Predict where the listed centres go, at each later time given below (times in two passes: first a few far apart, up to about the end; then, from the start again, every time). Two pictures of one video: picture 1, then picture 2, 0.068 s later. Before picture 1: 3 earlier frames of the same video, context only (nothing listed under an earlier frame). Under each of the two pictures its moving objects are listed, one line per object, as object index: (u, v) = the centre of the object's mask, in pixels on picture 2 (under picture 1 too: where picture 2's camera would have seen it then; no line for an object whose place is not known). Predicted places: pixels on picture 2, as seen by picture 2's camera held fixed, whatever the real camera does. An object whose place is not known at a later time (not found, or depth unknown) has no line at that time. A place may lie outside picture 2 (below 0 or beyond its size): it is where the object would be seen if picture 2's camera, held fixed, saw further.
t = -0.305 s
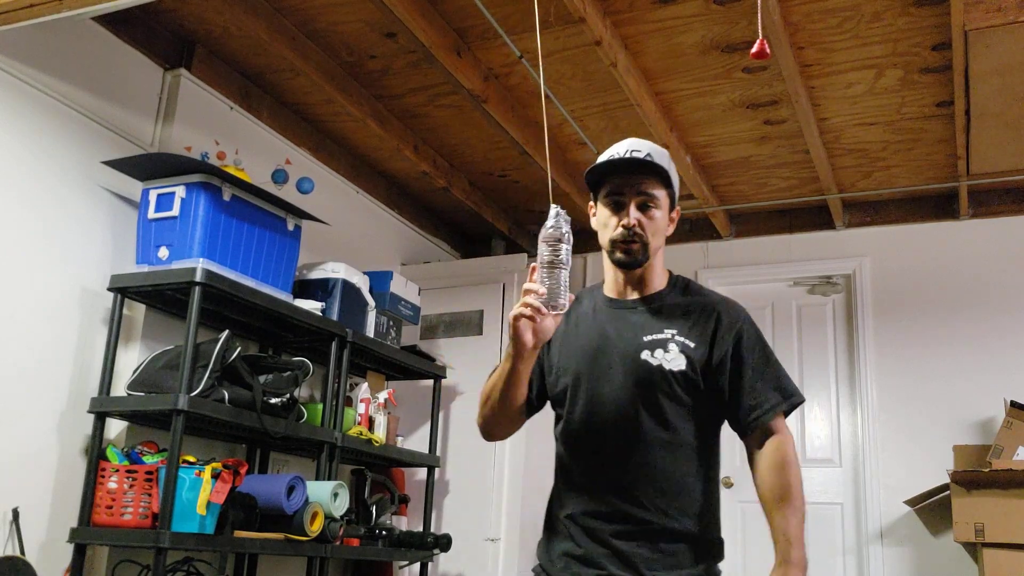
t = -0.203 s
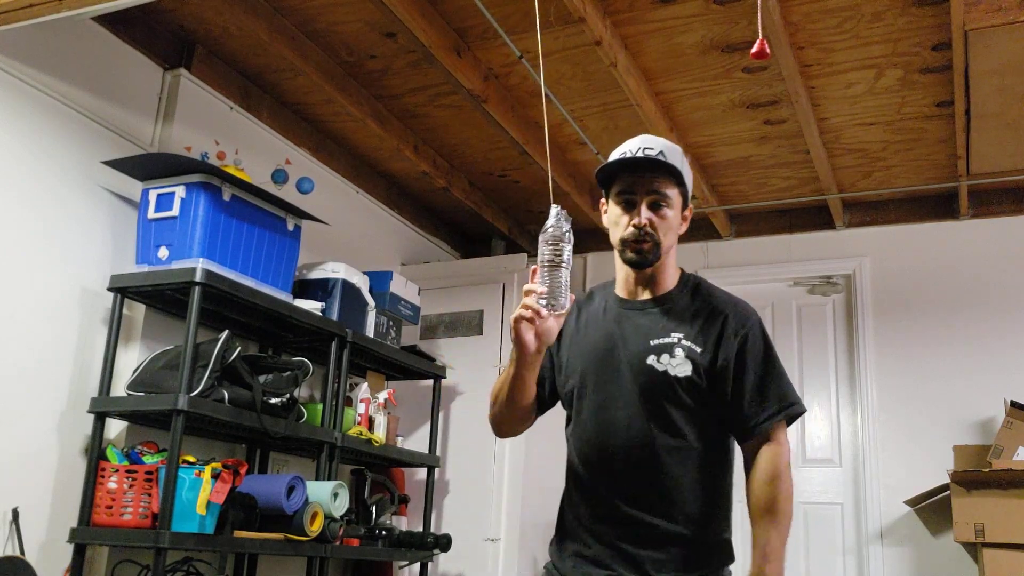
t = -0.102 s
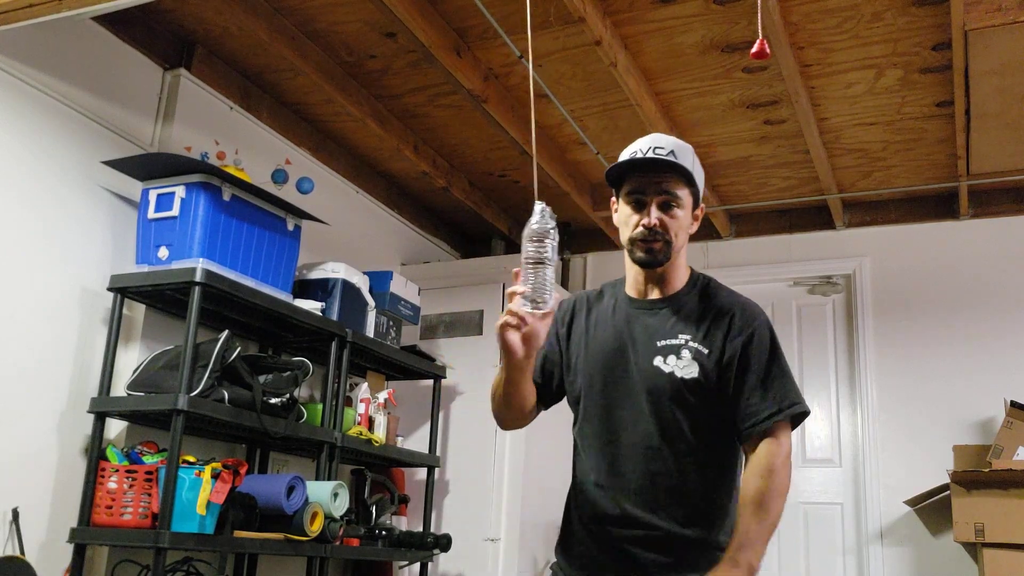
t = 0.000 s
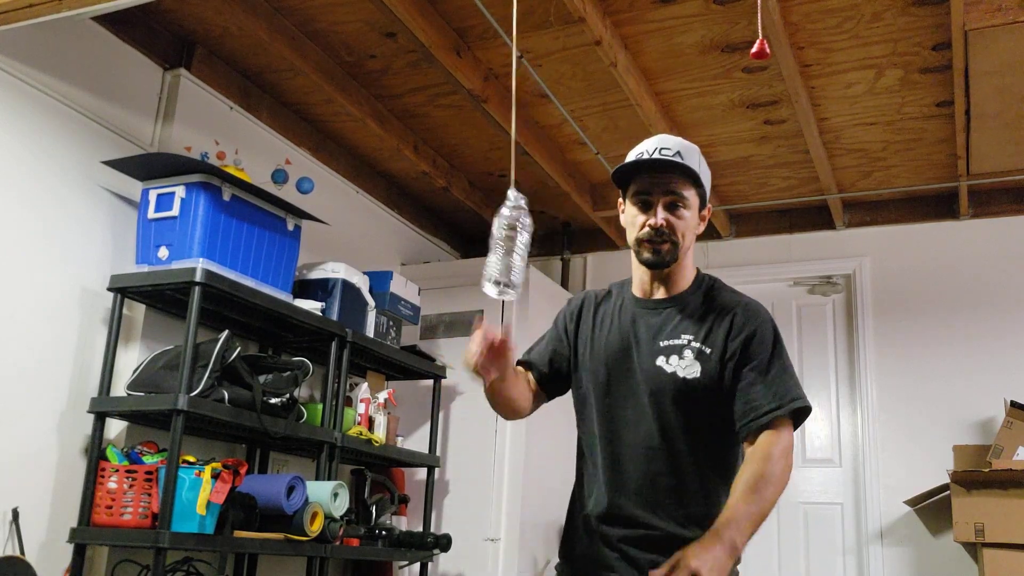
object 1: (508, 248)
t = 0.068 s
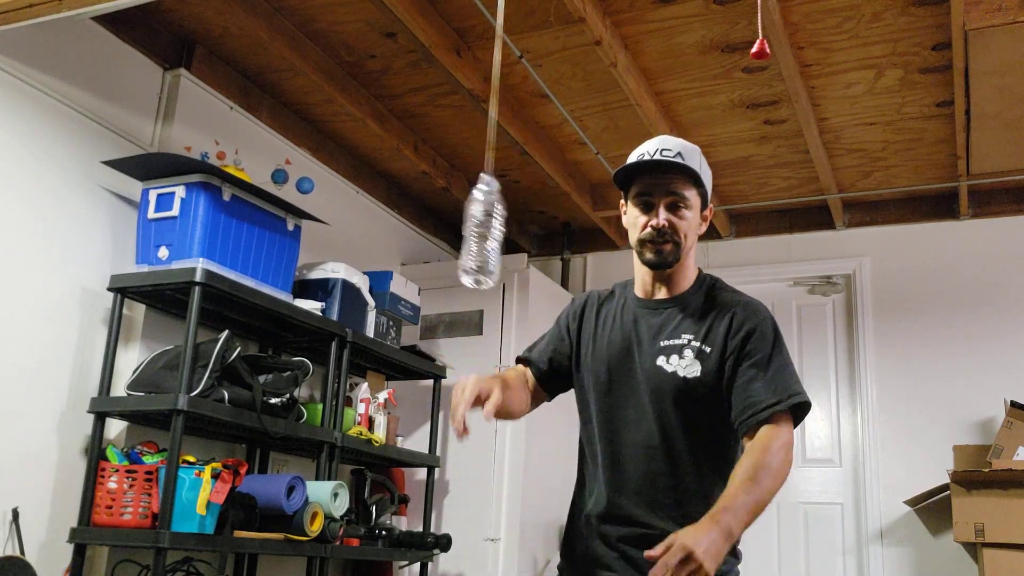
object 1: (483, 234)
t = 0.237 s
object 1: (417, 181)
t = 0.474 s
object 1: (353, 119)
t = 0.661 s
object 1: (353, 129)
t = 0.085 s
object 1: (476, 230)
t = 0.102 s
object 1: (470, 226)
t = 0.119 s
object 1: (463, 221)
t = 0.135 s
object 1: (456, 216)
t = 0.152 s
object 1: (449, 211)
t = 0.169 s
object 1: (443, 206)
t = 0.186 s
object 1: (436, 200)
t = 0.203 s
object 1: (429, 194)
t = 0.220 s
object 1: (423, 188)
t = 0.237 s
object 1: (417, 181)
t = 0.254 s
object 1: (411, 175)
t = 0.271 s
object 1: (405, 170)
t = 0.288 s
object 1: (398, 165)
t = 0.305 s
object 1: (393, 160)
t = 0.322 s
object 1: (388, 154)
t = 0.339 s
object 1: (383, 148)
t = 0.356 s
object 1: (378, 143)
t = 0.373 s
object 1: (374, 138)
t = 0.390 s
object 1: (370, 133)
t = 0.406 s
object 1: (365, 130)
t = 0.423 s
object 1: (362, 127)
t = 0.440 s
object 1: (358, 124)
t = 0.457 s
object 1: (355, 121)
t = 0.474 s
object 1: (353, 119)
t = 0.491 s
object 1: (351, 117)
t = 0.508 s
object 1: (349, 116)
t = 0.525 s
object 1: (348, 116)
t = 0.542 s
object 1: (347, 116)
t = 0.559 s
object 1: (347, 116)
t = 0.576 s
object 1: (346, 117)
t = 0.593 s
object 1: (347, 118)
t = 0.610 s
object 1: (348, 121)
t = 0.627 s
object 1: (348, 123)
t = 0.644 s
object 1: (350, 126)
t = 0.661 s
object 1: (353, 129)
